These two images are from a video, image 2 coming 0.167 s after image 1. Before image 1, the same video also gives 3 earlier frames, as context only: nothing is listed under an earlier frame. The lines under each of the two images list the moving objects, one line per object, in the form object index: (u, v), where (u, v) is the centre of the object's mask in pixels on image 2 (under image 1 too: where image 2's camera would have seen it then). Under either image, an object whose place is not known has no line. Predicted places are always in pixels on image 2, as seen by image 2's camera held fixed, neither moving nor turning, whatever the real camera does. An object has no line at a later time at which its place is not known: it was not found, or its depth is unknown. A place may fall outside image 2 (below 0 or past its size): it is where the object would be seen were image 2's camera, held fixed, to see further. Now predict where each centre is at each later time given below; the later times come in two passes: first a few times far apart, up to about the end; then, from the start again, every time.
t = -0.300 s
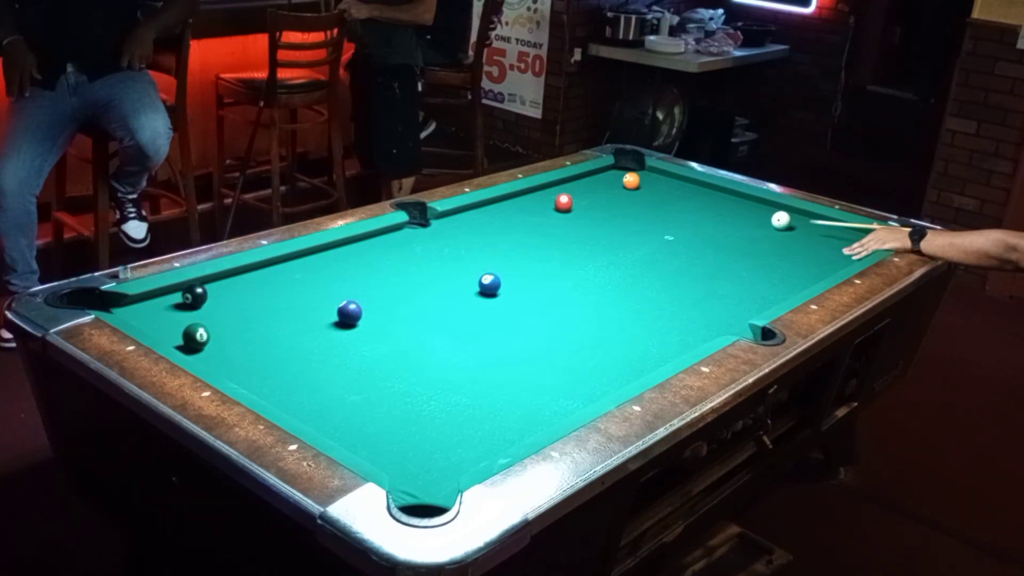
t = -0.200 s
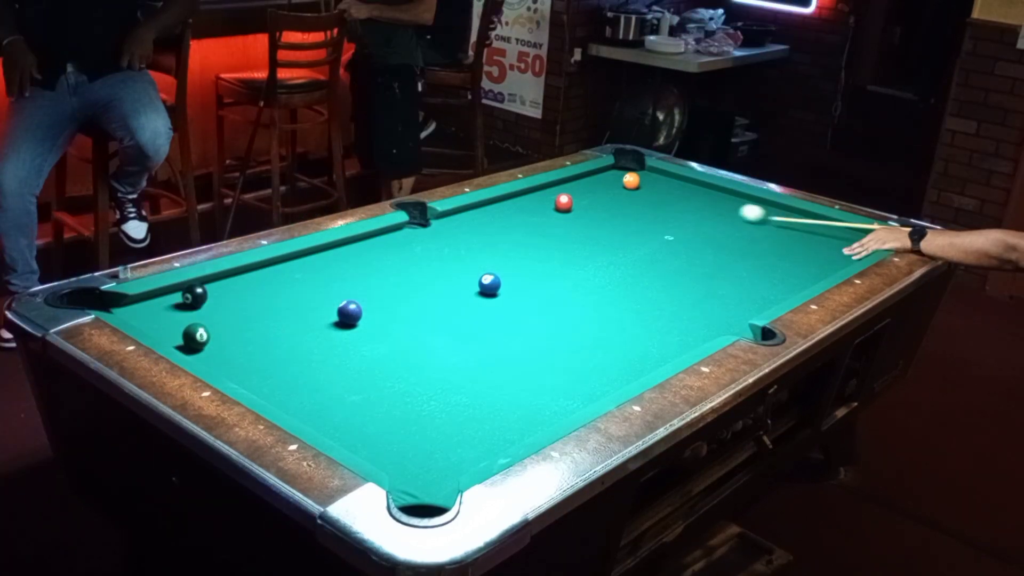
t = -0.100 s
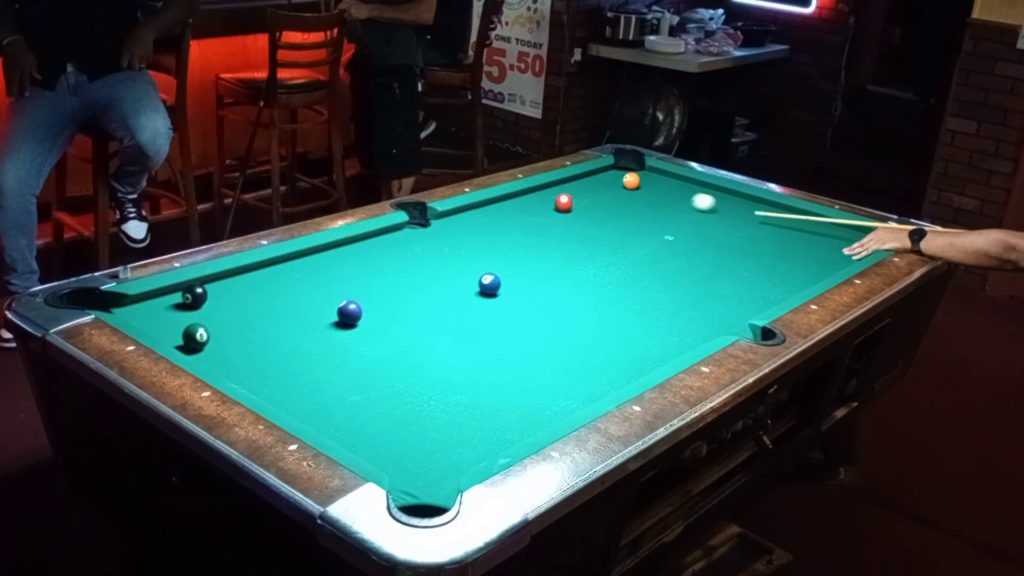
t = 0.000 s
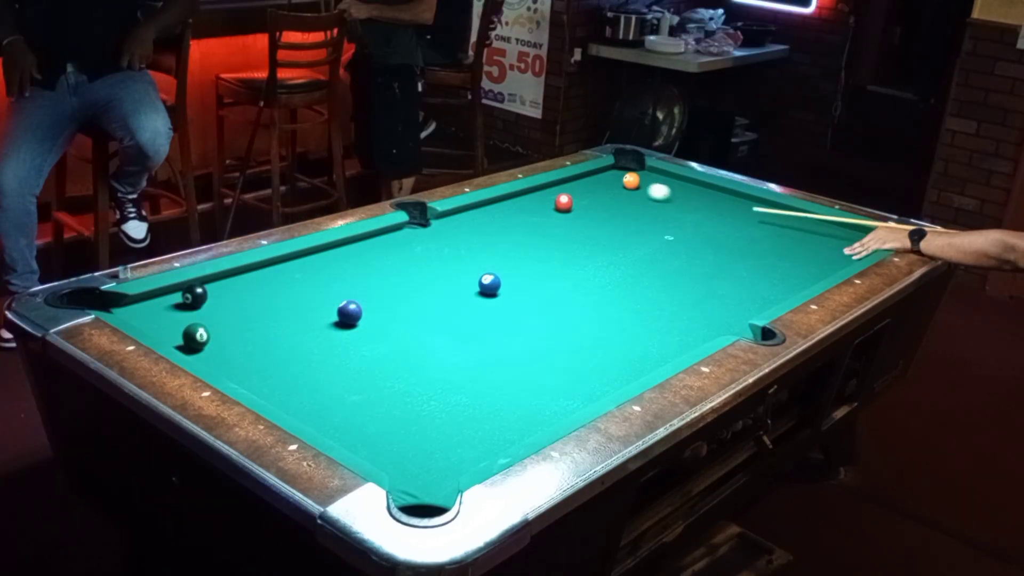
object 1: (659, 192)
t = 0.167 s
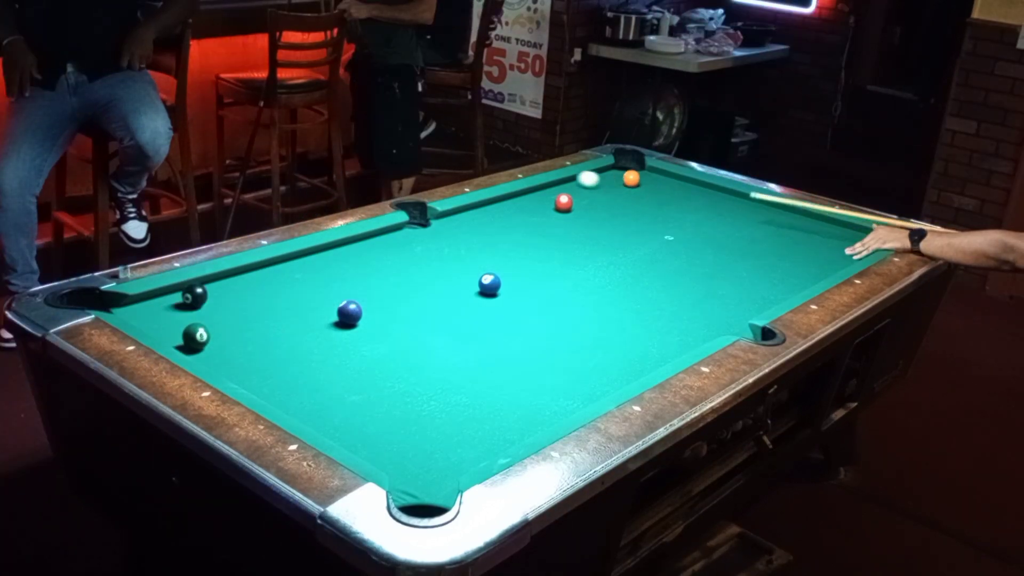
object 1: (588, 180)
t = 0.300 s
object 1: (595, 188)
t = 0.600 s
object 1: (638, 216)
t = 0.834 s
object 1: (675, 240)
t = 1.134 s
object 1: (728, 276)
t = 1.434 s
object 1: (749, 298)
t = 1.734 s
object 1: (691, 285)
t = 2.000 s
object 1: (644, 275)
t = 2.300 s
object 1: (596, 264)
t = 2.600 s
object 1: (552, 255)
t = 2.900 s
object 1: (512, 246)
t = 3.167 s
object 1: (480, 239)
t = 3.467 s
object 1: (447, 233)
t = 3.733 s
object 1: (421, 227)
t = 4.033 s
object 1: (416, 230)
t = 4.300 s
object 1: (423, 234)
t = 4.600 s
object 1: (429, 239)
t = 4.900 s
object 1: (434, 243)
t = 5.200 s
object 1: (438, 246)
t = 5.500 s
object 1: (441, 248)
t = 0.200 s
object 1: (579, 179)
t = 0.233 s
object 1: (585, 182)
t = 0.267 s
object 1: (590, 185)
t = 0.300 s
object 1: (595, 188)
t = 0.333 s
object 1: (600, 191)
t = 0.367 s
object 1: (604, 194)
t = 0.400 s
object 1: (609, 197)
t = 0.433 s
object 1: (613, 200)
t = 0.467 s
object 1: (618, 203)
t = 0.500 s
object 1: (623, 206)
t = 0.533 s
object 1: (628, 210)
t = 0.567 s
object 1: (633, 213)
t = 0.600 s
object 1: (638, 216)
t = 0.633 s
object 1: (643, 219)
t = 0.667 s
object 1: (648, 223)
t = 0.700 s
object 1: (653, 226)
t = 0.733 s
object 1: (659, 230)
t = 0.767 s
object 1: (664, 233)
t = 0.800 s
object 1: (670, 237)
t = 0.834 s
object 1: (675, 240)
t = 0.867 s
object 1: (681, 244)
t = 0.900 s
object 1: (686, 248)
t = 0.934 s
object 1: (693, 252)
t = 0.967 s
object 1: (698, 256)
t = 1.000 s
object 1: (704, 260)
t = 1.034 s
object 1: (710, 264)
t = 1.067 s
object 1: (716, 268)
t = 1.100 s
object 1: (722, 272)
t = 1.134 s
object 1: (728, 276)
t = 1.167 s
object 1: (735, 280)
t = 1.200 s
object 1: (741, 284)
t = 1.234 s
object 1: (748, 288)
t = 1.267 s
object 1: (754, 293)
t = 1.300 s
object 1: (761, 297)
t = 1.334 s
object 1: (766, 300)
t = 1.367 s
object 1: (763, 301)
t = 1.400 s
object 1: (756, 300)
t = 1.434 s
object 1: (749, 298)
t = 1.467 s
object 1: (743, 297)
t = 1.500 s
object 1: (736, 295)
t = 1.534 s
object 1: (729, 293)
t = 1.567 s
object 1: (723, 292)
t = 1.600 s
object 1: (716, 291)
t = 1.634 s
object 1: (710, 289)
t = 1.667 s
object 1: (704, 288)
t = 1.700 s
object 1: (697, 286)
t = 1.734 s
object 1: (691, 285)
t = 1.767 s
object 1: (685, 283)
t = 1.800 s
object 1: (679, 282)
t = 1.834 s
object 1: (673, 281)
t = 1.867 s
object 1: (667, 280)
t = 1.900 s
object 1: (661, 278)
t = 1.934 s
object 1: (655, 277)
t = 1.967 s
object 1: (650, 276)
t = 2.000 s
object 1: (644, 275)
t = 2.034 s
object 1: (638, 273)
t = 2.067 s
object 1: (633, 272)
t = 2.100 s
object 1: (627, 271)
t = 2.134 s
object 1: (622, 270)
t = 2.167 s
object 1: (616, 268)
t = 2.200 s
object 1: (611, 267)
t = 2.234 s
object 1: (606, 266)
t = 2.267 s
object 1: (601, 265)
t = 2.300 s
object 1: (596, 264)
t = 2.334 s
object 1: (591, 263)
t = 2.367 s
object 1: (586, 262)
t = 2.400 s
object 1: (581, 261)
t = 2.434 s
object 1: (576, 260)
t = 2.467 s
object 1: (571, 259)
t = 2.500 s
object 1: (566, 258)
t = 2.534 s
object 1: (561, 257)
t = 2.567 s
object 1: (556, 255)
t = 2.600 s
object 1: (552, 255)
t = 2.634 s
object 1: (547, 254)
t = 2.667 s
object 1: (543, 253)
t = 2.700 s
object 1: (538, 252)
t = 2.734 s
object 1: (534, 251)
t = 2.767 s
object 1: (529, 250)
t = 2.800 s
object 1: (525, 249)
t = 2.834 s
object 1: (521, 248)
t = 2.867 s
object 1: (516, 247)
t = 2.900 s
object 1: (512, 246)
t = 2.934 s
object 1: (508, 245)
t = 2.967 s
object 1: (504, 244)
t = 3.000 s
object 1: (500, 243)
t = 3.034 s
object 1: (496, 242)
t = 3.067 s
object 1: (492, 242)
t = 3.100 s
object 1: (488, 241)
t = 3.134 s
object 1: (484, 240)
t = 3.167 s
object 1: (480, 239)
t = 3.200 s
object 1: (476, 238)
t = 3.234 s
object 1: (472, 238)
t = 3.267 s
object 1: (469, 237)
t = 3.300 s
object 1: (465, 236)
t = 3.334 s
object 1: (461, 235)
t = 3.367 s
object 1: (458, 235)
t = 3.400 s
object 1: (454, 234)
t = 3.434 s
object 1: (451, 233)
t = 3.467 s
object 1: (447, 233)
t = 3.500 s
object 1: (444, 232)
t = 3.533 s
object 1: (440, 231)
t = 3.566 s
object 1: (437, 230)
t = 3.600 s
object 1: (433, 230)
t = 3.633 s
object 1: (430, 229)
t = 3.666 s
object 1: (427, 229)
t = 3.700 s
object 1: (424, 228)
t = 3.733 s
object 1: (421, 227)
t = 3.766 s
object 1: (417, 226)
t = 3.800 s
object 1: (414, 226)
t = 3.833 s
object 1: (412, 226)
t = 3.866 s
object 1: (412, 226)
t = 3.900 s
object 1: (413, 227)
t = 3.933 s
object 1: (414, 228)
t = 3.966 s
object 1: (415, 228)
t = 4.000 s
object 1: (415, 229)
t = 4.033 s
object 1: (416, 230)
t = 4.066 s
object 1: (417, 230)
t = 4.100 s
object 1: (418, 231)
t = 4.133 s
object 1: (419, 231)
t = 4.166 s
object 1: (420, 232)
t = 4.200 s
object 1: (420, 232)
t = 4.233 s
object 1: (421, 233)
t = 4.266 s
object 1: (422, 233)
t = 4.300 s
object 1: (423, 234)
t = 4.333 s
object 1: (424, 235)
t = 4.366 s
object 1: (425, 235)
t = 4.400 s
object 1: (425, 236)
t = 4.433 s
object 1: (426, 236)
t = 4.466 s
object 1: (427, 237)
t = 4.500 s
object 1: (427, 237)
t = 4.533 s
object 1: (428, 238)
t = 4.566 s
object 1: (429, 238)
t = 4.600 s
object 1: (429, 239)
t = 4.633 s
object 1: (430, 239)
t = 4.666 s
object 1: (431, 240)
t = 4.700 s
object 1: (431, 240)
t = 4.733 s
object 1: (432, 241)
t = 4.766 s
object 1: (432, 241)
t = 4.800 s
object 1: (433, 241)
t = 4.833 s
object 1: (433, 242)
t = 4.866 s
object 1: (434, 243)
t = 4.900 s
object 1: (434, 243)
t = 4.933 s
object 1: (435, 243)
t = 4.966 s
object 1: (435, 244)
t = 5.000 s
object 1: (436, 244)
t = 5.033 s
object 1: (436, 244)
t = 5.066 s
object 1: (437, 245)
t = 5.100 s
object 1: (437, 245)
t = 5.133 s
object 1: (437, 246)
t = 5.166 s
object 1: (438, 246)
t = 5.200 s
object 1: (438, 246)
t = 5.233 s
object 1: (439, 246)
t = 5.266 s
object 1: (439, 247)
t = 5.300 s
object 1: (439, 247)
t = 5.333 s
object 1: (440, 247)
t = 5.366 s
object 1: (440, 247)
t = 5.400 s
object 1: (440, 248)
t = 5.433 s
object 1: (440, 248)
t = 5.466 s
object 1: (441, 248)
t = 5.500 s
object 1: (441, 248)
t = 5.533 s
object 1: (439, 247)
